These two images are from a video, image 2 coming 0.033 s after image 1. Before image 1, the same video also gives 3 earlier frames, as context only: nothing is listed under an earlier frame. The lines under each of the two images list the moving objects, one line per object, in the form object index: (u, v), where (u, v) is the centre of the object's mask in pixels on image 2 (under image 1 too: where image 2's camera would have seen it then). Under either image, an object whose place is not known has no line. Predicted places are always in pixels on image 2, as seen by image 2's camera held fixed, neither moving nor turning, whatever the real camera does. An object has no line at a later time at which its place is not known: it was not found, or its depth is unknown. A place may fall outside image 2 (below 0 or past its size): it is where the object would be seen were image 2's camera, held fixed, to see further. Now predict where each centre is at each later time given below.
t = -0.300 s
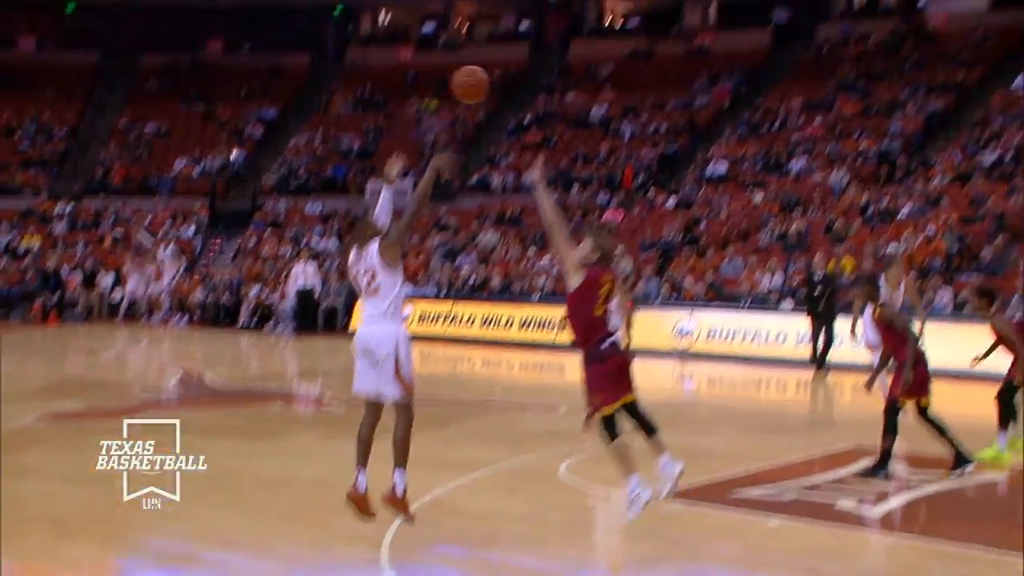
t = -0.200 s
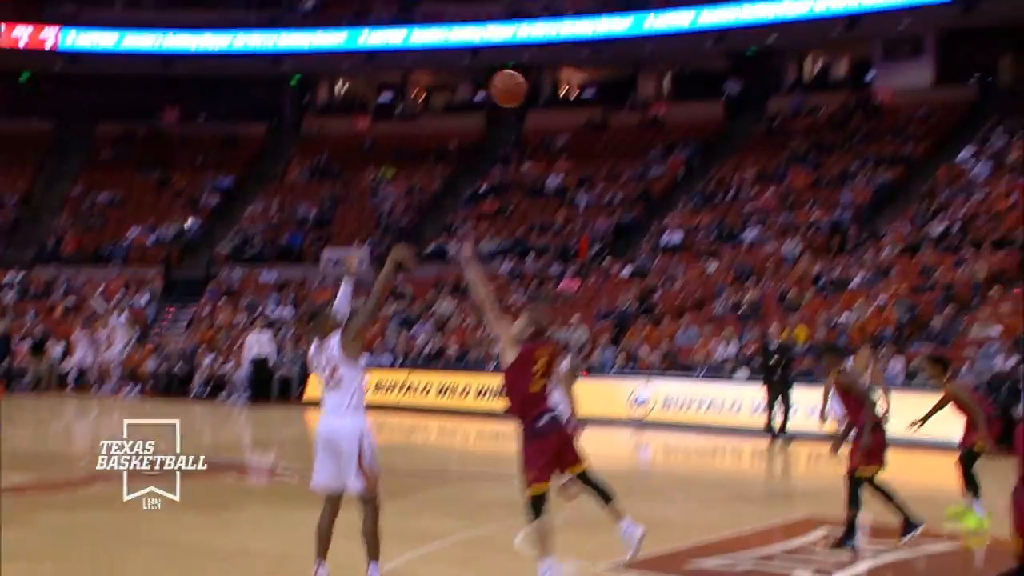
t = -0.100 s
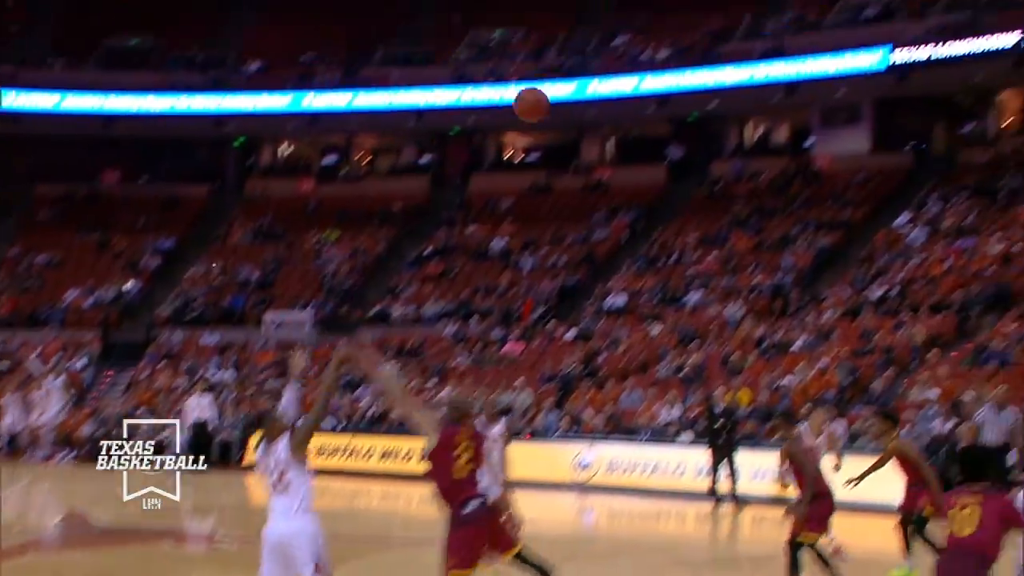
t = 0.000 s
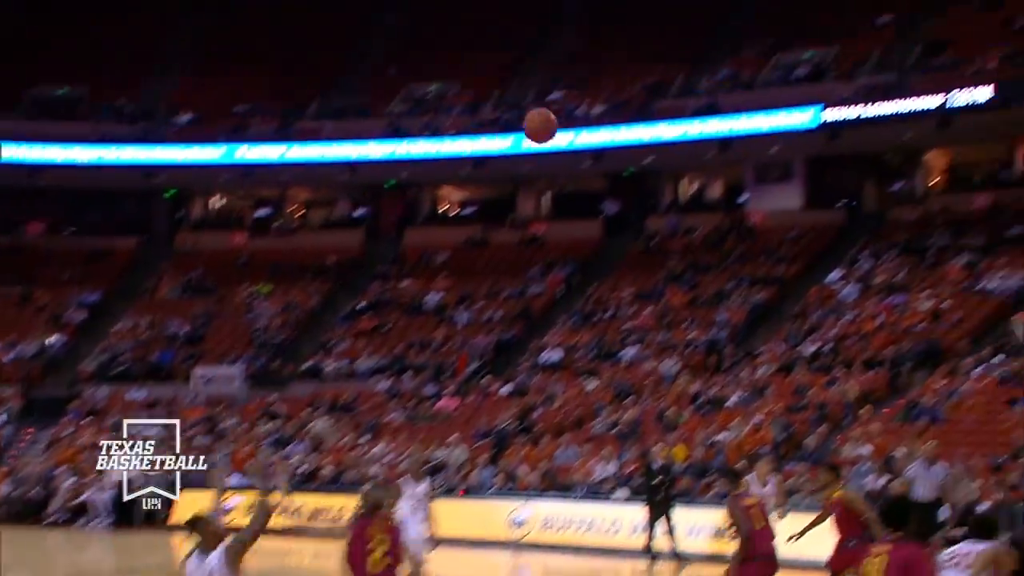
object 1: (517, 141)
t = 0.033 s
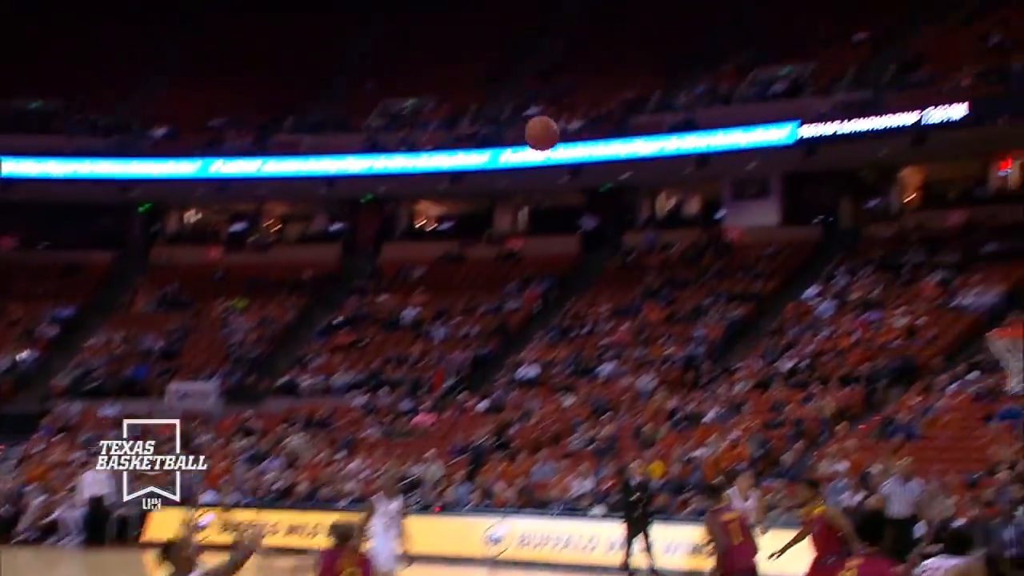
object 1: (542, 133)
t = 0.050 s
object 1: (553, 130)
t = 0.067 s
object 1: (565, 128)
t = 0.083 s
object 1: (576, 125)
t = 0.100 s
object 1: (588, 123)
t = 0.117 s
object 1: (601, 122)
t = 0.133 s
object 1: (611, 121)
